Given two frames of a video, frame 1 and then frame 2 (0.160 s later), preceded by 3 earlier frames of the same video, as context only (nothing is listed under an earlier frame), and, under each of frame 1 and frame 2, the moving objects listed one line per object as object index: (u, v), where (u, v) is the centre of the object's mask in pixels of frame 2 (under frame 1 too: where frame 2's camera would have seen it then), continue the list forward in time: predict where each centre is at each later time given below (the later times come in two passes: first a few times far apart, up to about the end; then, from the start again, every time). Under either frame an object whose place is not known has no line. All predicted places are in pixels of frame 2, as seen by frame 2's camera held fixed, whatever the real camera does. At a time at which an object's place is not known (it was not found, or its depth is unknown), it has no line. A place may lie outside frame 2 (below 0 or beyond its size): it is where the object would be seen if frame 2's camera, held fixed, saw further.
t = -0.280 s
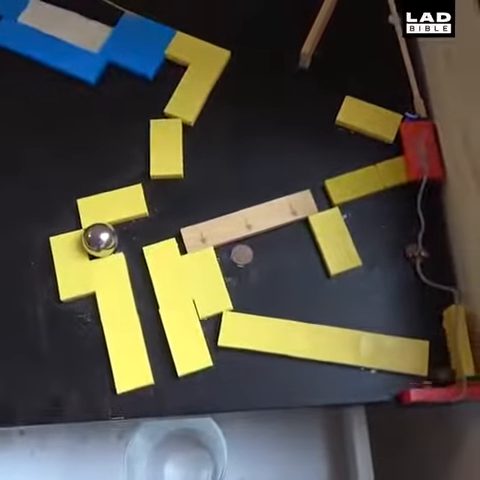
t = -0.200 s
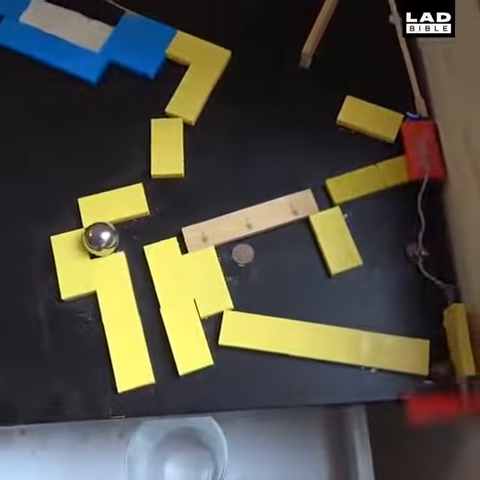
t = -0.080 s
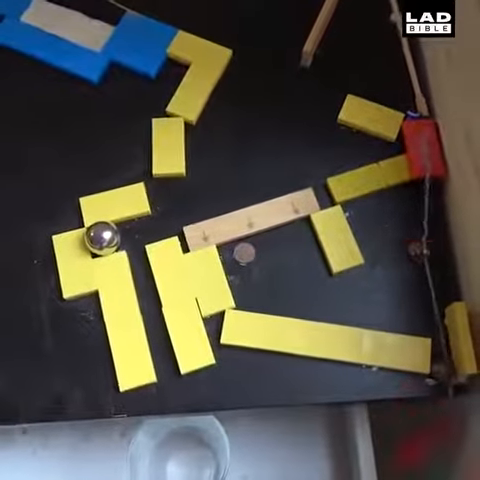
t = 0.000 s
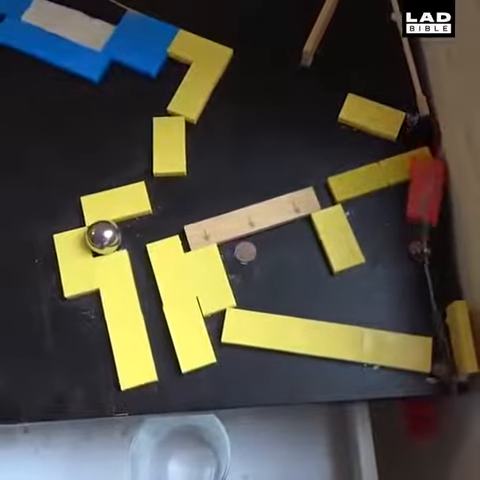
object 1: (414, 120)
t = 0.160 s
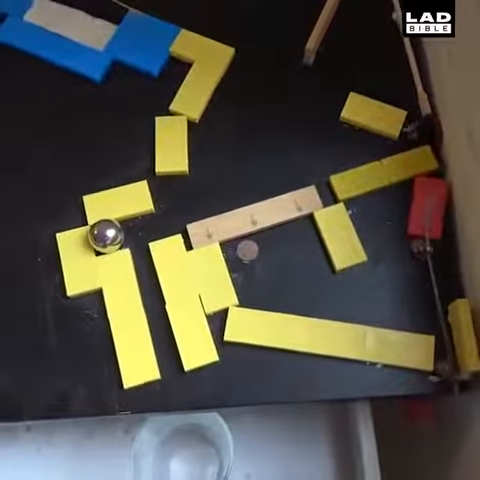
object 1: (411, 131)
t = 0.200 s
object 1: (409, 138)
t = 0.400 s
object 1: (396, 145)
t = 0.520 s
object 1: (387, 148)
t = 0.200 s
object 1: (409, 138)
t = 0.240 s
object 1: (410, 138)
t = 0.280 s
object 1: (405, 142)
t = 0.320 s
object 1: (402, 144)
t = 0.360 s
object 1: (398, 145)
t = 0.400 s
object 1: (396, 145)
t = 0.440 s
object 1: (392, 146)
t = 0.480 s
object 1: (387, 147)
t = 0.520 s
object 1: (387, 148)
